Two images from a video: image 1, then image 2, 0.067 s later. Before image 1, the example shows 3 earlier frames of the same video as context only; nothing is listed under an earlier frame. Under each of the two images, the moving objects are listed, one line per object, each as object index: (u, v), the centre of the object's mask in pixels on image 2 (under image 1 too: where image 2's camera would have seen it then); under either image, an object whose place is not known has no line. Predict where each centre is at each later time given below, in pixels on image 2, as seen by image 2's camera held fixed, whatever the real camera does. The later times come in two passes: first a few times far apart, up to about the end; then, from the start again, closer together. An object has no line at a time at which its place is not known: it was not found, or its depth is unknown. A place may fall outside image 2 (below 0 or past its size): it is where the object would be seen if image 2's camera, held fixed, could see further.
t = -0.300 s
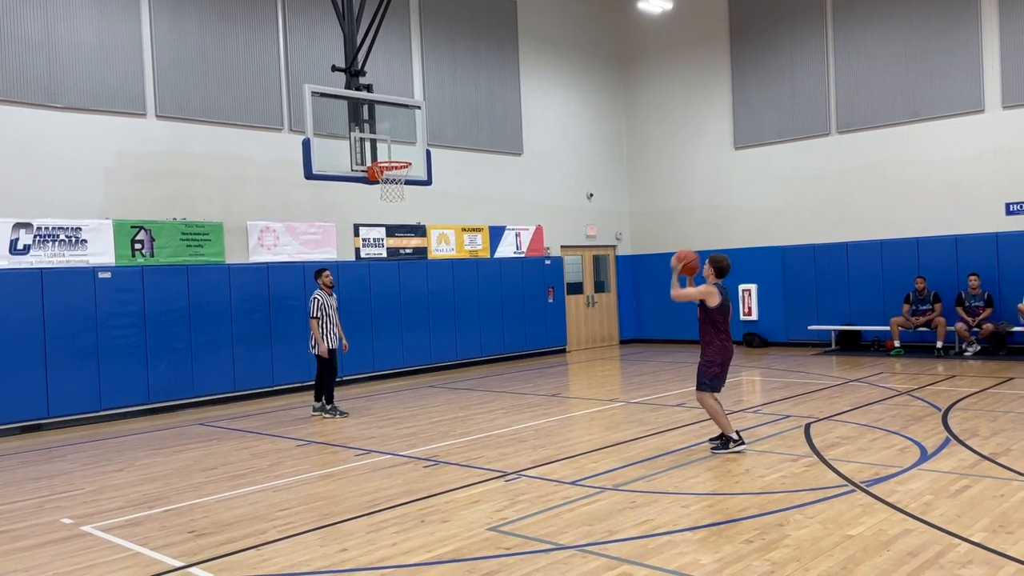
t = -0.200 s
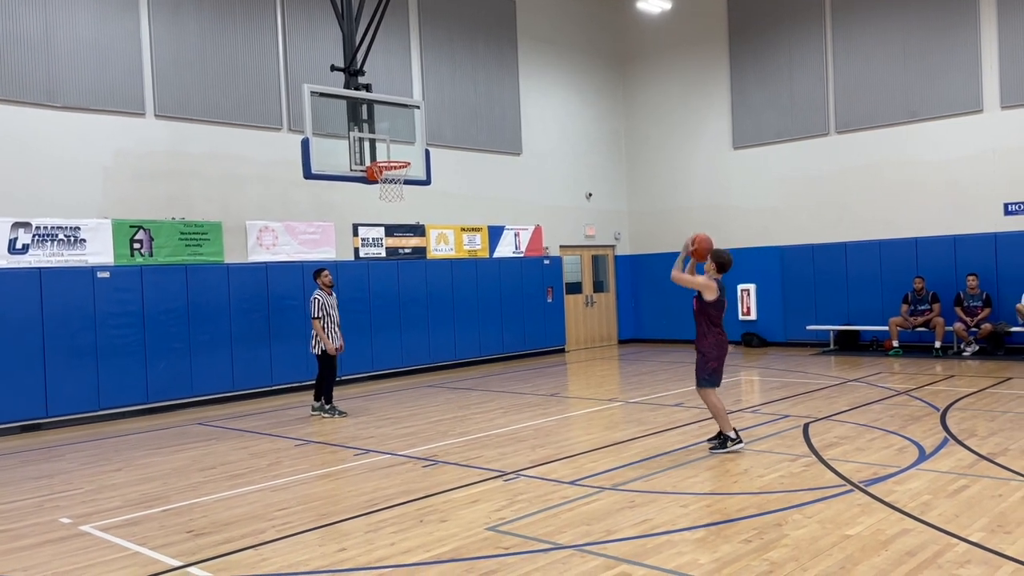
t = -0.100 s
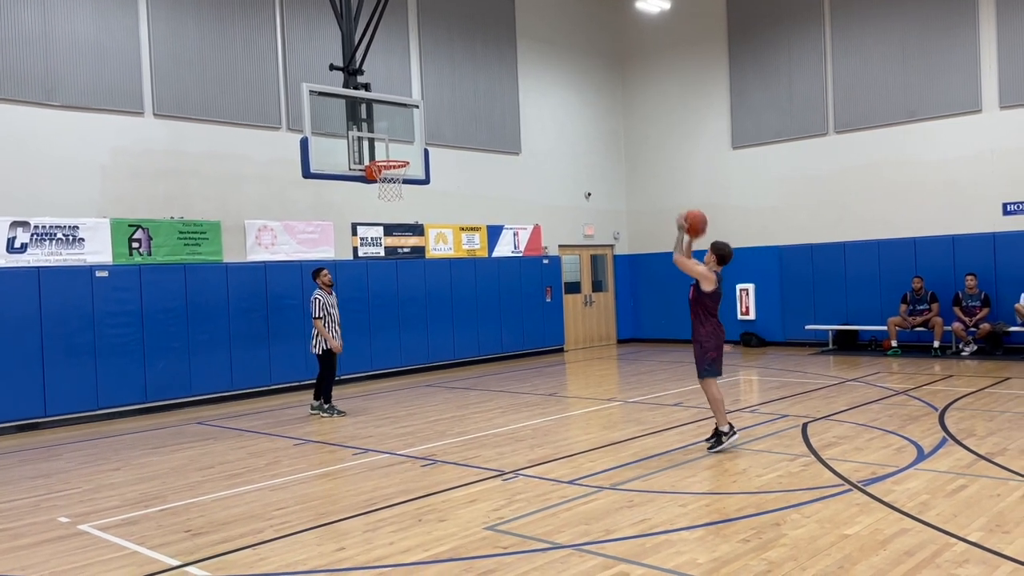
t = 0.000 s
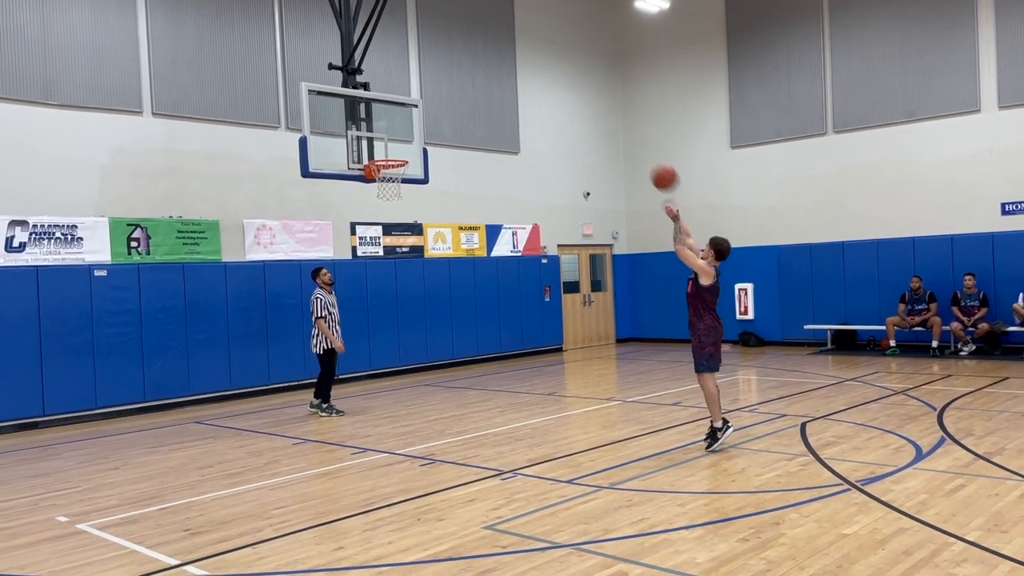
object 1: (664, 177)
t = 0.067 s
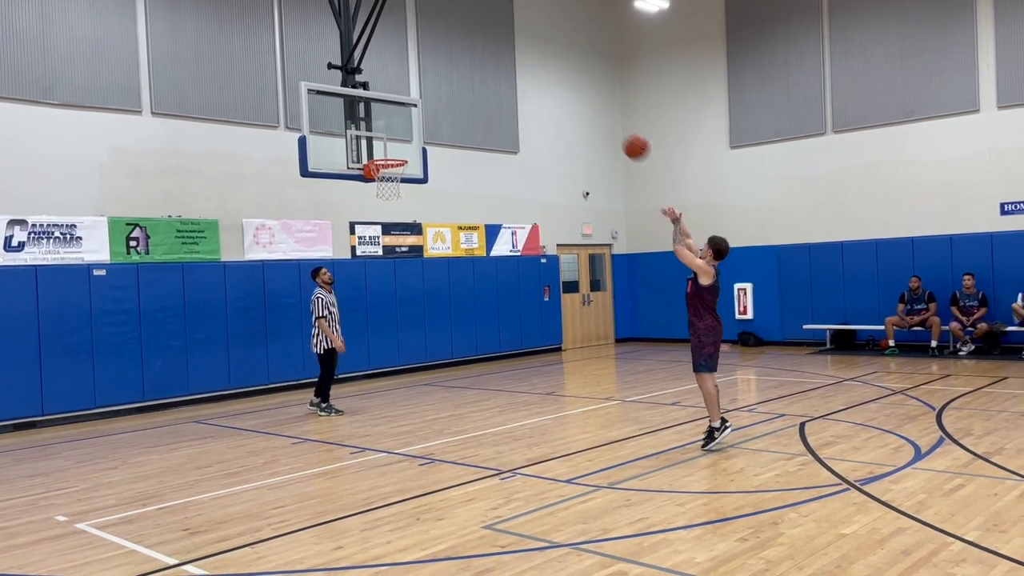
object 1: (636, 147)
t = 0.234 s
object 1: (573, 95)
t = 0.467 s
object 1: (498, 73)
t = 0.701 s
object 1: (437, 100)
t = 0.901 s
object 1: (393, 152)
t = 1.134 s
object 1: (378, 205)
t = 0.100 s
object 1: (623, 134)
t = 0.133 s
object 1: (610, 122)
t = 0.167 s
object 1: (597, 112)
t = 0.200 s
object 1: (584, 103)
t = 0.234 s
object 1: (573, 95)
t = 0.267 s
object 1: (561, 88)
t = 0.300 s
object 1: (550, 83)
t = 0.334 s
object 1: (539, 79)
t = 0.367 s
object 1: (529, 75)
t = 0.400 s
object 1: (518, 74)
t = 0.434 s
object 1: (508, 73)
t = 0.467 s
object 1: (498, 73)
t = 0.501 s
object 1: (489, 74)
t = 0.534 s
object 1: (480, 76)
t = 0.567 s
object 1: (471, 79)
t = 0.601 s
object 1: (463, 83)
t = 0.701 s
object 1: (437, 100)
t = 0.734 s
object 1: (430, 107)
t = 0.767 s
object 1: (422, 115)
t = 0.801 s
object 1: (414, 124)
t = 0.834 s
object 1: (407, 133)
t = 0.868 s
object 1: (400, 143)
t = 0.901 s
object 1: (393, 152)
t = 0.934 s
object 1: (386, 166)
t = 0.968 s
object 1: (379, 176)
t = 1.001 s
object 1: (378, 183)
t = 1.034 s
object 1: (378, 186)
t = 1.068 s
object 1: (377, 192)
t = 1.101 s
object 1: (378, 198)
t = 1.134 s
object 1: (378, 205)
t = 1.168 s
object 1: (378, 213)
